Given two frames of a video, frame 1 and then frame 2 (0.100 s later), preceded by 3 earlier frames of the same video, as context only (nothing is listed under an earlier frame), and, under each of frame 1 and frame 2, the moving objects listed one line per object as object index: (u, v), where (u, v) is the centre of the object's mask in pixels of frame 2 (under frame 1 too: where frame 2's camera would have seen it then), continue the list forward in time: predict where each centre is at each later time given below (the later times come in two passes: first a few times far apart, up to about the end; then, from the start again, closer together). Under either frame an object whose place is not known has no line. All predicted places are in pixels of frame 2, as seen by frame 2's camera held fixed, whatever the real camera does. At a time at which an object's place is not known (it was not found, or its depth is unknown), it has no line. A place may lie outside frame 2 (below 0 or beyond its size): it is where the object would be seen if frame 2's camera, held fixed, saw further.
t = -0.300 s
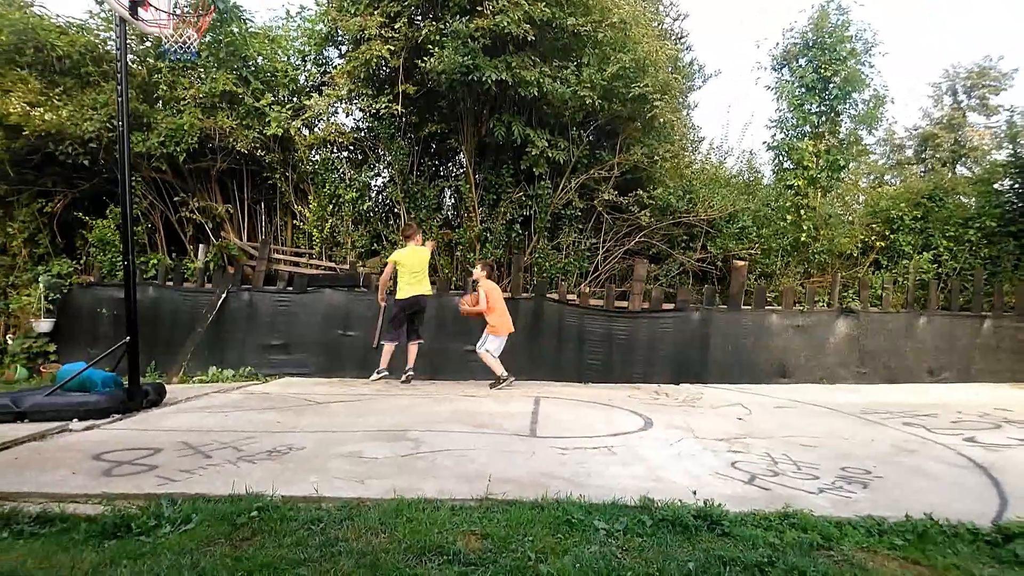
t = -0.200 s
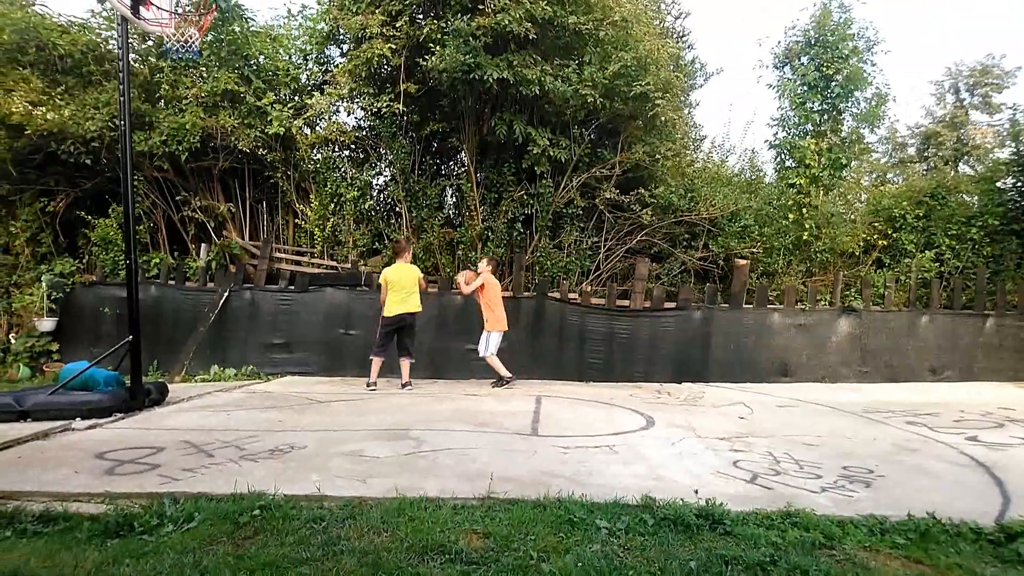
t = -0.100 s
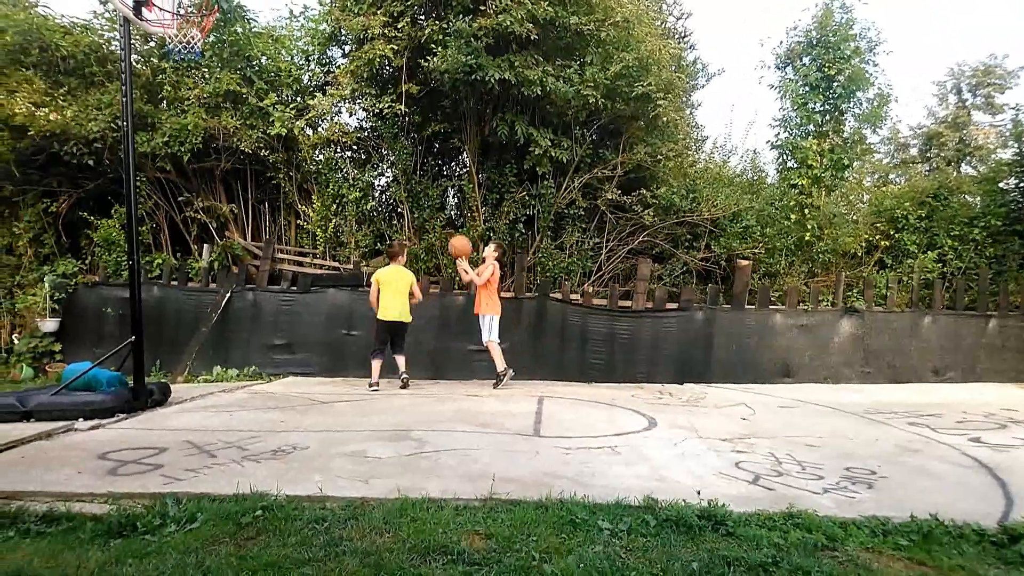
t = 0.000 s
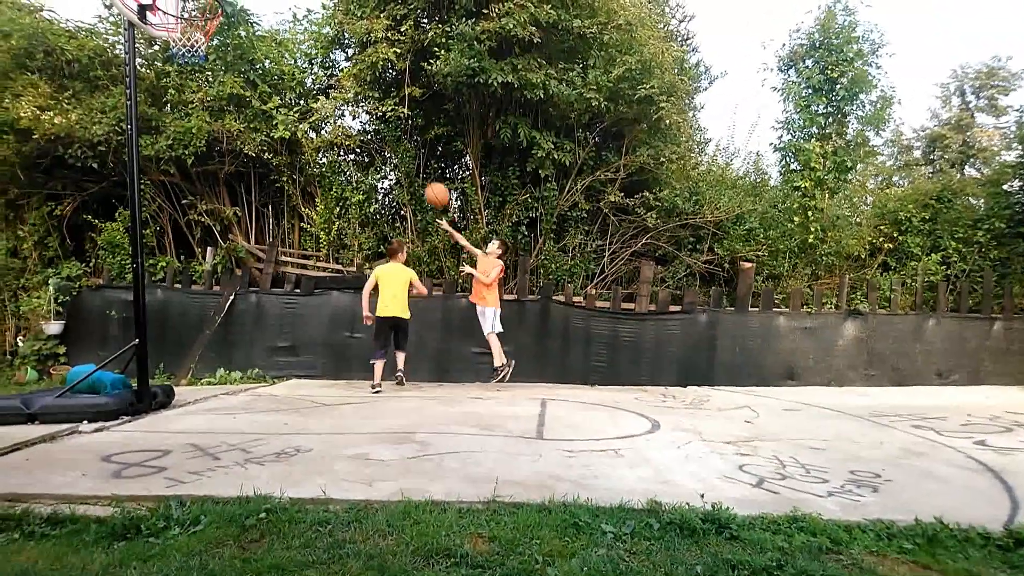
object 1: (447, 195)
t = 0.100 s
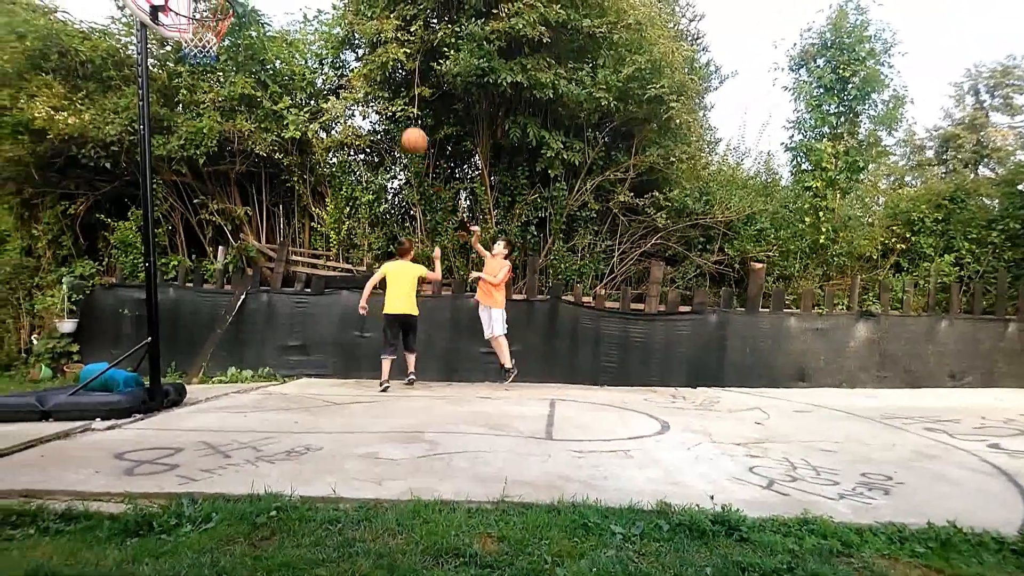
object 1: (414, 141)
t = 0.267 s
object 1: (358, 67)
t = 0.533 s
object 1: (260, 0)
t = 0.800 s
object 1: (194, 1)
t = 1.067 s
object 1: (221, -13)
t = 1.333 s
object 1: (239, -6)
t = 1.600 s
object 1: (264, 23)
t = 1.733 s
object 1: (279, 71)
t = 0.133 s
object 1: (403, 125)
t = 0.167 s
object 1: (393, 108)
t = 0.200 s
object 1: (381, 93)
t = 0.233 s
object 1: (369, 80)
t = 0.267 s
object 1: (358, 67)
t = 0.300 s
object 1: (347, 54)
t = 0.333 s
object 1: (335, 44)
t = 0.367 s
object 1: (324, 34)
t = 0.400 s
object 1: (312, 25)
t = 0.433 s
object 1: (299, 18)
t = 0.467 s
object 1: (286, 11)
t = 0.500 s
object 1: (274, 5)
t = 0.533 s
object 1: (260, 0)
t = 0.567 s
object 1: (247, -4)
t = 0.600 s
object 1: (235, -7)
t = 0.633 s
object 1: (221, -7)
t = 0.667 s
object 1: (207, -6)
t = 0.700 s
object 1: (192, -4)
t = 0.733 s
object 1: (190, -1)
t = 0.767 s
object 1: (192, 4)
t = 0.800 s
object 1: (194, 1)
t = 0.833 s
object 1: (197, -5)
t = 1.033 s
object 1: (218, -15)
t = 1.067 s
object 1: (221, -13)
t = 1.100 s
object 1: (224, -9)
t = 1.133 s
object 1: (228, -2)
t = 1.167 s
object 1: (230, -4)
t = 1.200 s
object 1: (231, -6)
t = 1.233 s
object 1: (233, -8)
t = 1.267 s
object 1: (234, -8)
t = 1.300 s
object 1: (237, -8)
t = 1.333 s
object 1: (239, -6)
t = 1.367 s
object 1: (241, -6)
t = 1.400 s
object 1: (244, -6)
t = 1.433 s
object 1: (248, -4)
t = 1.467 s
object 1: (251, -2)
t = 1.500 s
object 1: (254, 2)
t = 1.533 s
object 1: (258, 8)
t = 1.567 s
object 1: (261, 15)
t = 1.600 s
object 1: (264, 23)
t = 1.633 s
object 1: (268, 33)
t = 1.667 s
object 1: (272, 43)
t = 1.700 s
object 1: (275, 56)
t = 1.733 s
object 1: (279, 71)
